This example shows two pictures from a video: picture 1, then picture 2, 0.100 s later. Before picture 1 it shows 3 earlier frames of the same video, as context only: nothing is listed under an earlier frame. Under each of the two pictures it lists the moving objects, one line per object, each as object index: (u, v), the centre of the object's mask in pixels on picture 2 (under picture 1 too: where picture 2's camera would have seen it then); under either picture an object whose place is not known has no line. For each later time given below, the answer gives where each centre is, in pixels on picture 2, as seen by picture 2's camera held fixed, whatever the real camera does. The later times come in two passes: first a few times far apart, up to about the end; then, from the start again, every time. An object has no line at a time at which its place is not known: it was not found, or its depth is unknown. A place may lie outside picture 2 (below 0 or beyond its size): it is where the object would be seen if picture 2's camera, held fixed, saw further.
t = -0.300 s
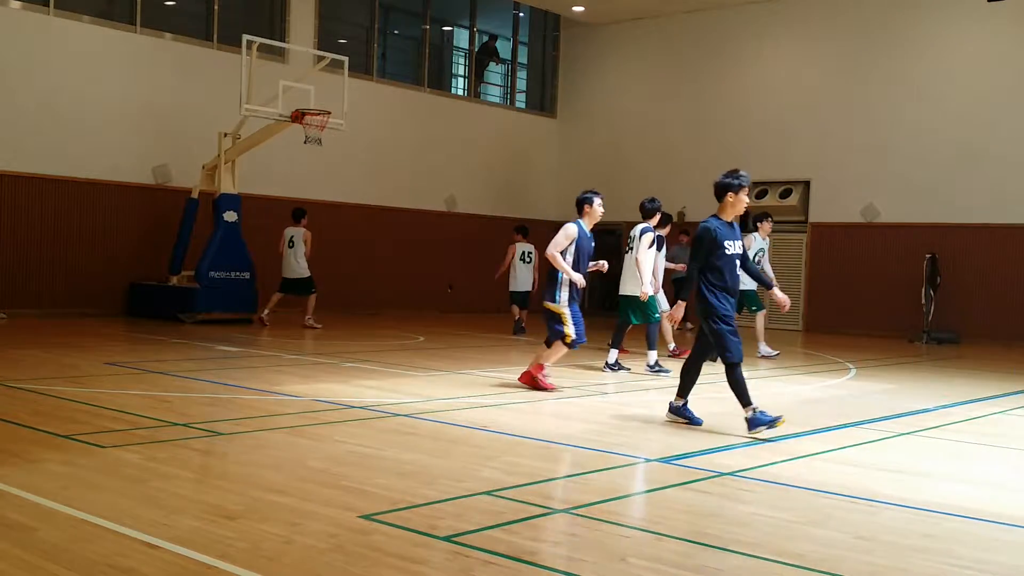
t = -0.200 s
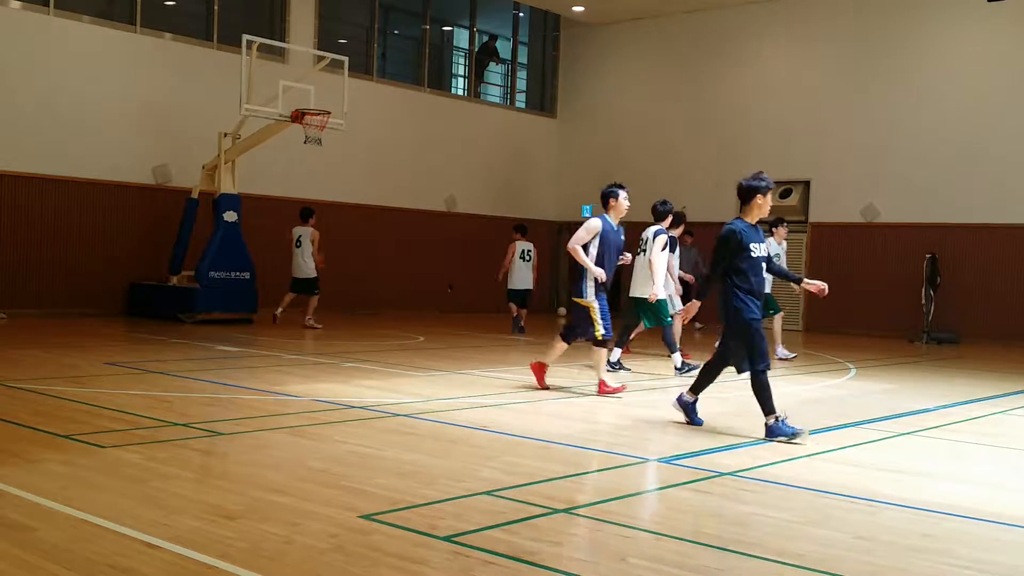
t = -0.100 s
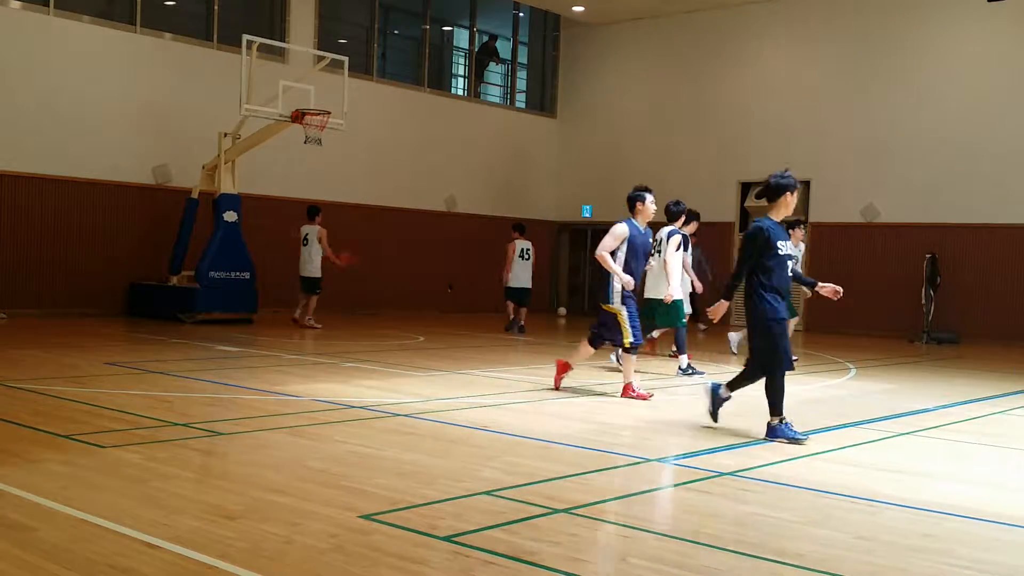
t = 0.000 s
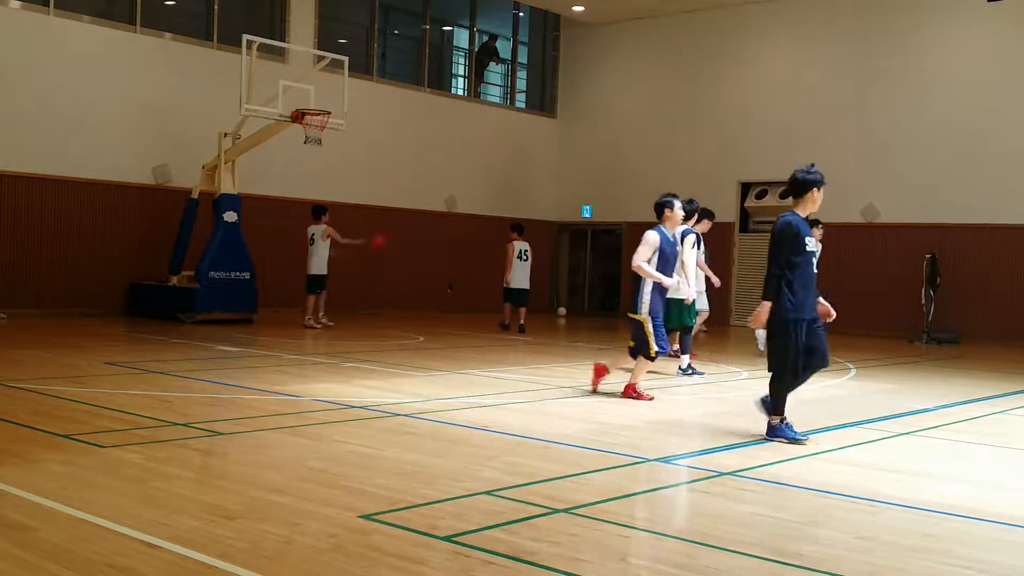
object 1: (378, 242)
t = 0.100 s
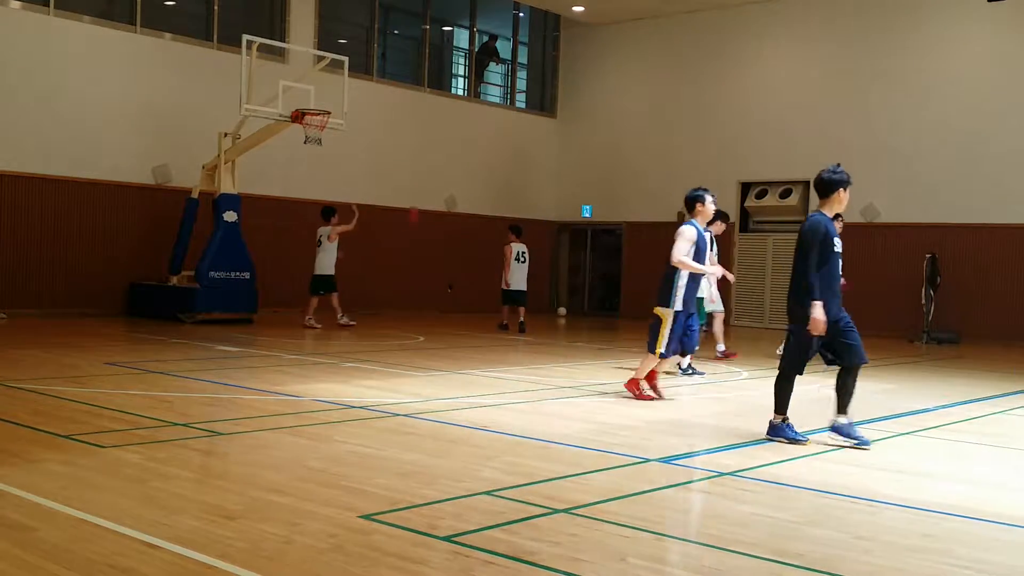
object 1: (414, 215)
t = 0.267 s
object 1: (469, 186)
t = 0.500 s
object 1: (544, 178)
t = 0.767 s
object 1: (623, 209)
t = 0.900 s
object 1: (661, 241)
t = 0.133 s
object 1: (422, 206)
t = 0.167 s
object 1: (435, 201)
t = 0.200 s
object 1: (446, 196)
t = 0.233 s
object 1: (458, 190)
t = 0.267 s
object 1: (469, 186)
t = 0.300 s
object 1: (479, 183)
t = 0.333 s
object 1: (490, 180)
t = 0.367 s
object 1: (501, 178)
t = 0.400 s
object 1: (512, 177)
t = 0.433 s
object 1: (522, 177)
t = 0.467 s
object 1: (533, 177)
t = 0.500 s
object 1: (544, 178)
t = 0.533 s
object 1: (554, 179)
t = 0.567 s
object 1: (564, 182)
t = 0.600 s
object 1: (574, 185)
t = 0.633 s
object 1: (584, 188)
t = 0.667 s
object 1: (594, 192)
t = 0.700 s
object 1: (604, 197)
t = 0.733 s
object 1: (614, 203)
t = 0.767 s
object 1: (623, 209)
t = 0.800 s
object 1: (633, 216)
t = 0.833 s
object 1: (642, 223)
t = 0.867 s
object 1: (654, 233)
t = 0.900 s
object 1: (661, 241)
